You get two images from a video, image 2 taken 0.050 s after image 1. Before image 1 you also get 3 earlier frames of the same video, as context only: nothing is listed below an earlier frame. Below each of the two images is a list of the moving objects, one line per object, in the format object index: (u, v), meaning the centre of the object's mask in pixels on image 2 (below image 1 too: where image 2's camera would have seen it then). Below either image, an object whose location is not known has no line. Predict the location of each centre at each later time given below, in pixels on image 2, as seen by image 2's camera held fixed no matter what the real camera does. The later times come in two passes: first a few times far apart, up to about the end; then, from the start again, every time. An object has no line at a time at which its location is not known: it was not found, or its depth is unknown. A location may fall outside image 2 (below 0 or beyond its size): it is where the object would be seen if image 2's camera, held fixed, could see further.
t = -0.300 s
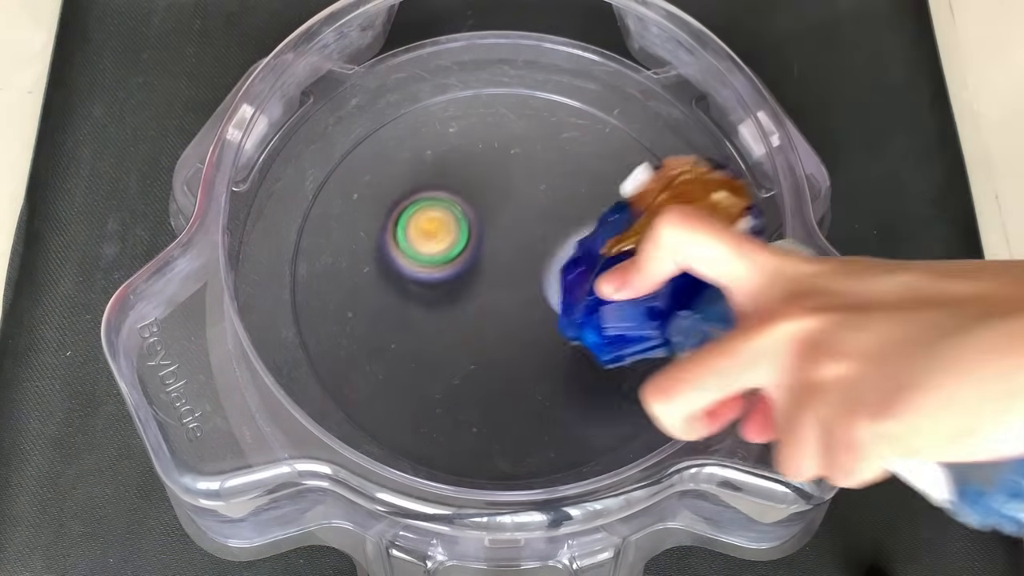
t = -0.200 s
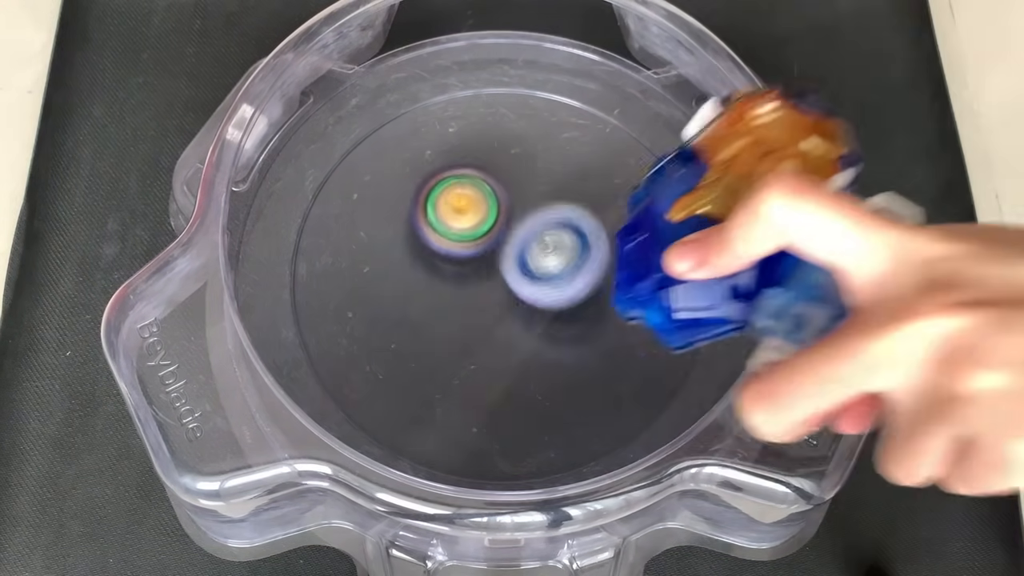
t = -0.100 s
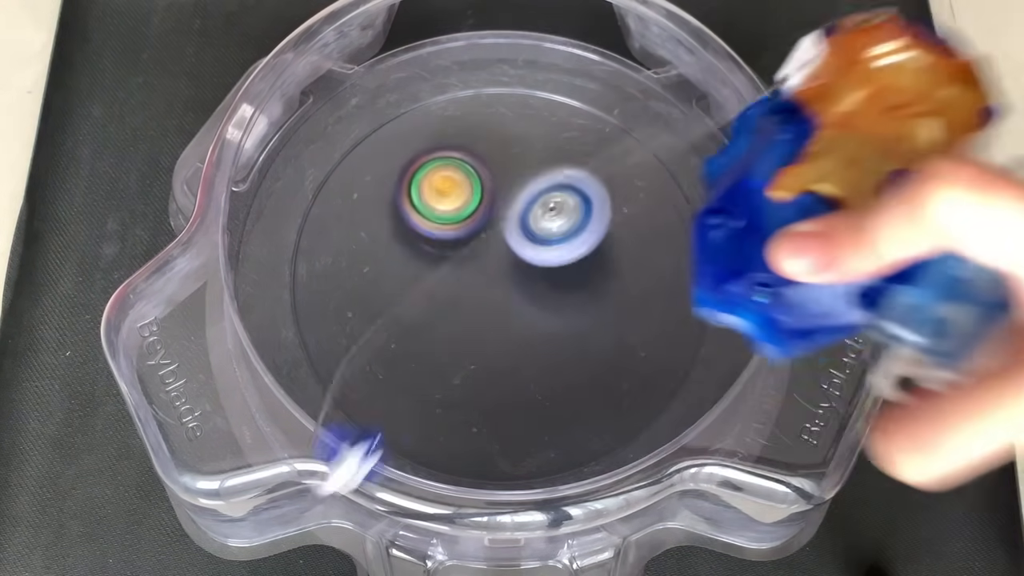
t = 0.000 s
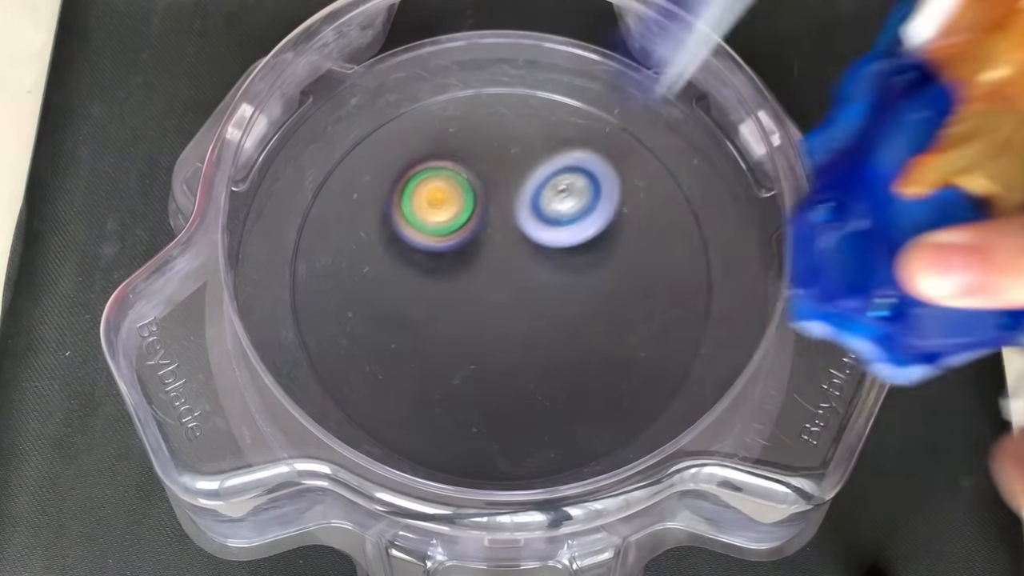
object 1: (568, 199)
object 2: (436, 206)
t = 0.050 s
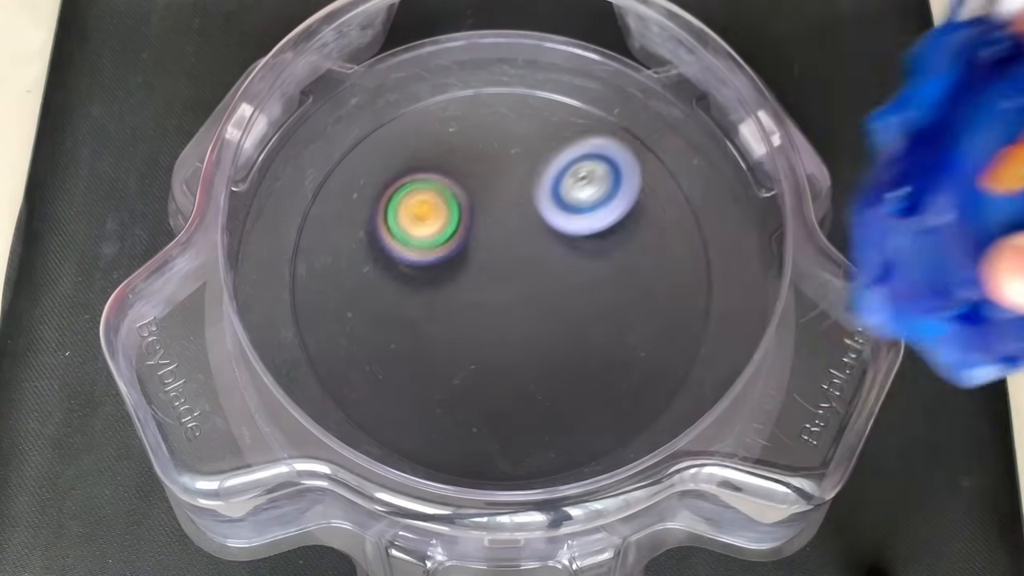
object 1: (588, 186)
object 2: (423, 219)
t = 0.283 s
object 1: (626, 176)
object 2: (436, 248)
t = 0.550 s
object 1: (577, 222)
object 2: (438, 262)
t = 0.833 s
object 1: (533, 196)
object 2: (408, 270)
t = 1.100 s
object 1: (483, 168)
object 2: (438, 282)
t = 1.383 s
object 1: (478, 195)
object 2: (473, 303)
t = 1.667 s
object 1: (463, 101)
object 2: (489, 435)
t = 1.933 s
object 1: (484, 178)
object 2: (459, 355)
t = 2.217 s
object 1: (449, 178)
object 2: (502, 377)
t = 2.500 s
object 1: (391, 207)
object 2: (524, 363)
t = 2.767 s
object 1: (415, 273)
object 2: (564, 328)
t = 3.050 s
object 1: (483, 317)
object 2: (621, 285)
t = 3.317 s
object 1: (470, 328)
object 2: (628, 282)
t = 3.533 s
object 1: (428, 323)
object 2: (585, 275)
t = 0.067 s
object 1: (594, 183)
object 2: (419, 223)
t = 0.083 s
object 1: (600, 178)
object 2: (417, 227)
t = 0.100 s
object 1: (605, 176)
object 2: (416, 230)
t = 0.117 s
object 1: (610, 172)
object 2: (416, 233)
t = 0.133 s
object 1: (615, 170)
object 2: (416, 236)
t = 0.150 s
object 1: (618, 169)
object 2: (417, 239)
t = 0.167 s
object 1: (621, 167)
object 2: (419, 241)
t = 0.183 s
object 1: (624, 167)
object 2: (420, 243)
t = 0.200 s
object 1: (626, 167)
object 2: (423, 244)
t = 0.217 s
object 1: (627, 168)
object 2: (425, 245)
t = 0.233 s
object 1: (628, 169)
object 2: (428, 247)
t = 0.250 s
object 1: (628, 171)
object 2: (431, 247)
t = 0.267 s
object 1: (627, 174)
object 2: (434, 248)
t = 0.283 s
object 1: (626, 176)
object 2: (436, 248)
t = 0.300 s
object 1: (624, 179)
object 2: (440, 249)
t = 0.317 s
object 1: (622, 183)
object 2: (442, 249)
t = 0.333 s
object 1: (619, 188)
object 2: (446, 249)
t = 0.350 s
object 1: (615, 192)
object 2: (449, 249)
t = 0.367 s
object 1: (612, 196)
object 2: (452, 248)
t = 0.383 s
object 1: (607, 200)
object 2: (455, 248)
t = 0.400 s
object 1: (602, 204)
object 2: (458, 247)
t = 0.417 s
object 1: (597, 209)
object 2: (460, 247)
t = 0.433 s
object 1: (591, 214)
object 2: (463, 246)
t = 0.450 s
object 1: (585, 218)
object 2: (465, 246)
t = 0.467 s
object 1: (579, 223)
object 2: (468, 245)
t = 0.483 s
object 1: (573, 226)
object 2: (469, 246)
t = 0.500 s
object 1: (573, 226)
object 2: (461, 249)
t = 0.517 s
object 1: (575, 224)
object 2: (453, 255)
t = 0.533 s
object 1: (576, 223)
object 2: (445, 259)
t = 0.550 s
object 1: (577, 222)
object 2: (438, 262)
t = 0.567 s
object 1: (577, 221)
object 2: (431, 266)
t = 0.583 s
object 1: (577, 220)
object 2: (426, 269)
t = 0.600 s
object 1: (576, 219)
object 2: (422, 272)
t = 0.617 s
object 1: (575, 218)
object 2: (418, 274)
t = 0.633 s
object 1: (573, 217)
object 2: (414, 275)
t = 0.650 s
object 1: (572, 216)
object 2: (411, 276)
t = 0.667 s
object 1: (569, 214)
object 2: (409, 276)
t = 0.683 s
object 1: (567, 212)
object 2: (406, 276)
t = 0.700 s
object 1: (564, 211)
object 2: (405, 276)
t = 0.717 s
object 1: (561, 209)
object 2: (404, 275)
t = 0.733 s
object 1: (557, 207)
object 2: (403, 275)
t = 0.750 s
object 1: (554, 205)
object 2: (403, 274)
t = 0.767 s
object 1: (550, 203)
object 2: (403, 273)
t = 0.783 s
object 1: (546, 201)
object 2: (404, 272)
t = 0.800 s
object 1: (542, 199)
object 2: (405, 271)
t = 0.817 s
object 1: (538, 198)
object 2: (407, 270)
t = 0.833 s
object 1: (533, 196)
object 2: (408, 270)
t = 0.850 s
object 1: (529, 195)
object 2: (411, 269)
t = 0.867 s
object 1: (524, 194)
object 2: (413, 268)
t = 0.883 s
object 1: (519, 193)
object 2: (415, 268)
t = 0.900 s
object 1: (514, 192)
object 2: (418, 268)
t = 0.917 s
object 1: (510, 191)
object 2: (421, 267)
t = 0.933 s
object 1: (506, 191)
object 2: (424, 266)
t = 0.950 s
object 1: (502, 190)
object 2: (427, 266)
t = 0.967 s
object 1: (499, 187)
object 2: (428, 267)
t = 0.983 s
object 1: (496, 184)
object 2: (429, 270)
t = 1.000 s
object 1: (494, 182)
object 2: (430, 272)
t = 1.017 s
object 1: (492, 179)
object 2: (431, 274)
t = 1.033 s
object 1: (490, 176)
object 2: (433, 276)
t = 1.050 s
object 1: (488, 174)
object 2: (434, 277)
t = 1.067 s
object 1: (486, 171)
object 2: (435, 279)
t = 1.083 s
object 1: (484, 170)
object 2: (436, 280)
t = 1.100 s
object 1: (483, 168)
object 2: (438, 282)
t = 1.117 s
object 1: (482, 167)
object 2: (439, 283)
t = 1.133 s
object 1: (481, 166)
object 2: (441, 284)
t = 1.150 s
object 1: (480, 165)
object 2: (443, 285)
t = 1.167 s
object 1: (478, 165)
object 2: (445, 286)
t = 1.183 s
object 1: (478, 165)
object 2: (448, 287)
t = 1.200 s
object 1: (477, 166)
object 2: (450, 288)
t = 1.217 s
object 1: (477, 167)
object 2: (452, 289)
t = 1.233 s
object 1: (477, 169)
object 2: (454, 290)
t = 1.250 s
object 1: (476, 170)
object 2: (456, 291)
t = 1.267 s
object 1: (476, 173)
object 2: (458, 292)
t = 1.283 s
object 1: (477, 176)
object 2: (461, 293)
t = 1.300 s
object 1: (477, 179)
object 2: (462, 294)
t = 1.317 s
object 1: (477, 183)
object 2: (465, 295)
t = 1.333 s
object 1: (477, 186)
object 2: (467, 296)
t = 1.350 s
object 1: (478, 190)
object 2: (469, 297)
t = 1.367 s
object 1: (478, 193)
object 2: (470, 298)
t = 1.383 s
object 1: (478, 195)
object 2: (473, 303)
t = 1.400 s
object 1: (476, 187)
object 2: (478, 319)
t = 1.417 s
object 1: (475, 179)
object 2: (482, 333)
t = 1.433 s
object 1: (473, 171)
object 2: (485, 344)
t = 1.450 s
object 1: (471, 163)
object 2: (488, 357)
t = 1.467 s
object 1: (469, 155)
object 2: (492, 367)
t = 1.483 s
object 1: (468, 147)
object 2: (496, 377)
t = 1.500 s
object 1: (467, 140)
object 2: (498, 386)
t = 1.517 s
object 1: (465, 133)
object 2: (500, 394)
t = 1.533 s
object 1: (464, 127)
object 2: (501, 401)
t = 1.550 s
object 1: (463, 121)
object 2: (502, 408)
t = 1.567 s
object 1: (463, 116)
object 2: (502, 413)
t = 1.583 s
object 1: (462, 112)
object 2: (502, 419)
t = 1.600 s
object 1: (462, 108)
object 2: (499, 423)
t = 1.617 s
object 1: (462, 105)
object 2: (497, 427)
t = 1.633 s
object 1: (462, 103)
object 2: (495, 430)
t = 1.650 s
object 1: (462, 102)
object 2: (492, 433)
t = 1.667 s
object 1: (463, 101)
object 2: (489, 435)
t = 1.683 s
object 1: (463, 101)
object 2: (485, 435)
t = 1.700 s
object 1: (465, 102)
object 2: (482, 435)
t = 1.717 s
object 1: (466, 103)
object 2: (478, 432)
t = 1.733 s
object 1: (467, 105)
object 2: (474, 430)
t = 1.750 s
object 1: (469, 109)
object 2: (471, 427)
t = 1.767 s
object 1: (470, 112)
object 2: (469, 423)
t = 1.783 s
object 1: (472, 116)
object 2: (466, 417)
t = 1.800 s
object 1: (473, 121)
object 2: (462, 412)
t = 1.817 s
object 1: (475, 126)
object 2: (461, 406)
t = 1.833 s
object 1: (477, 133)
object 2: (459, 400)
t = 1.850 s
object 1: (478, 139)
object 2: (458, 393)
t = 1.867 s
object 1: (480, 146)
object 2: (458, 386)
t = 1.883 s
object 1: (481, 154)
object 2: (458, 378)
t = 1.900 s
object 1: (482, 161)
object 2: (457, 370)
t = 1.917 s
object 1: (483, 169)
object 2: (458, 362)
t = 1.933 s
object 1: (484, 178)
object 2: (459, 355)
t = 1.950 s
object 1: (485, 187)
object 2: (459, 347)
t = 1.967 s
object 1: (486, 195)
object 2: (460, 339)
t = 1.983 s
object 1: (486, 204)
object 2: (461, 331)
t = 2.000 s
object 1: (486, 213)
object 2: (463, 323)
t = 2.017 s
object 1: (486, 219)
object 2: (466, 320)
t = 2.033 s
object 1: (484, 214)
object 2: (469, 328)
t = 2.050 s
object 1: (482, 207)
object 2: (474, 339)
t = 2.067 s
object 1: (480, 203)
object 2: (479, 347)
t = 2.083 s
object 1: (477, 199)
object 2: (483, 355)
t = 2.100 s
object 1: (474, 194)
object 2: (487, 360)
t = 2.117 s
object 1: (471, 191)
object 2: (490, 364)
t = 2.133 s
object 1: (468, 188)
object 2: (492, 367)
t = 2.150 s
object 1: (464, 185)
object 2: (494, 370)
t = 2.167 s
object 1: (460, 182)
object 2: (497, 373)
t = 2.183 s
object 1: (457, 181)
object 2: (499, 374)
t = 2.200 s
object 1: (453, 179)
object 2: (501, 376)
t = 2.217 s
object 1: (449, 178)
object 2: (502, 377)
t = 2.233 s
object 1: (444, 177)
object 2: (504, 378)
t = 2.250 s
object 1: (440, 177)
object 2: (505, 378)
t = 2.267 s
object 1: (436, 177)
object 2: (505, 379)
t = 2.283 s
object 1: (431, 177)
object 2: (506, 379)
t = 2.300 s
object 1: (427, 177)
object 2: (507, 379)
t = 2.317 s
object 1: (422, 179)
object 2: (508, 378)
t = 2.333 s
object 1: (419, 180)
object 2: (509, 378)
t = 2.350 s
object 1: (415, 182)
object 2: (511, 377)
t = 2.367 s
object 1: (411, 184)
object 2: (512, 376)
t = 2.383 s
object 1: (407, 186)
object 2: (513, 375)
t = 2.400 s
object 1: (404, 188)
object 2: (515, 374)
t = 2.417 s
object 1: (401, 191)
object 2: (516, 373)
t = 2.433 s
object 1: (398, 193)
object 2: (517, 371)
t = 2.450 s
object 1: (396, 197)
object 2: (519, 369)
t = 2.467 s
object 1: (394, 200)
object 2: (521, 367)
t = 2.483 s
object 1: (392, 204)
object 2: (522, 365)
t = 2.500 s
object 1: (391, 207)
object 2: (524, 363)
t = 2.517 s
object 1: (390, 211)
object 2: (526, 361)
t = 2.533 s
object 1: (389, 215)
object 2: (529, 358)
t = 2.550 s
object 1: (389, 219)
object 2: (531, 356)
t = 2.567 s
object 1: (389, 223)
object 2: (533, 354)
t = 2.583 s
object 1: (389, 228)
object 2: (535, 352)
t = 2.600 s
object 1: (390, 232)
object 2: (537, 350)
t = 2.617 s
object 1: (392, 236)
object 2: (539, 348)
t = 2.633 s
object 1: (393, 241)
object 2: (542, 346)
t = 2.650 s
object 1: (395, 245)
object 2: (544, 344)
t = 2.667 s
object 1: (397, 250)
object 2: (546, 341)
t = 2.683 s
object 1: (400, 254)
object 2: (548, 339)
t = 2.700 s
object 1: (402, 258)
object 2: (551, 337)
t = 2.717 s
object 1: (405, 262)
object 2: (554, 335)
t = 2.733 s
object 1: (408, 266)
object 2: (557, 332)
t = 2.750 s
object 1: (412, 270)
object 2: (561, 330)
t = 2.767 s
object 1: (415, 273)
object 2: (564, 328)
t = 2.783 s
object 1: (419, 277)
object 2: (567, 326)
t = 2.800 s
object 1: (422, 281)
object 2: (571, 323)
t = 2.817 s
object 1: (427, 284)
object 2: (574, 321)
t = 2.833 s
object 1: (431, 287)
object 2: (578, 318)
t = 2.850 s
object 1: (436, 290)
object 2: (581, 316)
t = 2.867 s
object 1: (440, 293)
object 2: (584, 313)
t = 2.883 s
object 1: (444, 296)
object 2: (587, 311)
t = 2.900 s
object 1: (449, 299)
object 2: (590, 308)
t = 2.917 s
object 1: (454, 302)
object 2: (594, 306)
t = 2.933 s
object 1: (458, 304)
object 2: (597, 303)
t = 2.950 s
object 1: (463, 306)
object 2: (601, 300)
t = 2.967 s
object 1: (467, 308)
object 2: (605, 297)
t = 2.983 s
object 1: (471, 310)
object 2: (608, 294)
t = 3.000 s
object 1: (475, 312)
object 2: (612, 292)
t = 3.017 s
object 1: (478, 314)
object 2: (615, 289)
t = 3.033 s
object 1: (481, 315)
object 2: (618, 287)
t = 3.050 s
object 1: (483, 317)
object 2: (621, 285)
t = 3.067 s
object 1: (485, 318)
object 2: (625, 284)
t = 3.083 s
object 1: (487, 320)
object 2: (628, 283)
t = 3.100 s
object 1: (488, 321)
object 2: (630, 282)
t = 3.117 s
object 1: (489, 322)
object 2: (633, 281)
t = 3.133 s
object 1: (489, 323)
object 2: (635, 281)
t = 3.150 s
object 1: (489, 324)
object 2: (636, 281)
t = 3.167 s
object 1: (488, 325)
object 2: (636, 281)
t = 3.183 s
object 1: (487, 326)
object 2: (637, 281)
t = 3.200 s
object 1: (486, 327)
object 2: (637, 281)
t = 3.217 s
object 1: (484, 327)
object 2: (637, 281)
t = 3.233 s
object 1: (482, 328)
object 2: (636, 281)
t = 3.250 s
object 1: (480, 328)
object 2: (636, 281)
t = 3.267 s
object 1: (478, 328)
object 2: (634, 281)
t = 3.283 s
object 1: (475, 328)
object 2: (632, 282)
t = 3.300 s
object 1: (472, 329)
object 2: (630, 281)
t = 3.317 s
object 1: (470, 328)
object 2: (628, 282)
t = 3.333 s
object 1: (467, 328)
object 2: (626, 281)
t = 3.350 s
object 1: (464, 328)
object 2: (623, 281)
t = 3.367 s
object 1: (460, 328)
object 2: (620, 281)
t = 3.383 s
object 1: (457, 327)
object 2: (618, 280)
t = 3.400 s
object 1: (454, 327)
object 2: (615, 281)
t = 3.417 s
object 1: (450, 327)
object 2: (611, 281)
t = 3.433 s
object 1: (447, 326)
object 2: (608, 281)
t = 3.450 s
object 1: (444, 326)
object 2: (604, 280)
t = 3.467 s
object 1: (440, 325)
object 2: (600, 279)
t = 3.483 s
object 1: (437, 325)
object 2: (596, 278)
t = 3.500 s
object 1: (434, 324)
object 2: (593, 277)
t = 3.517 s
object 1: (431, 323)
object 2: (589, 276)
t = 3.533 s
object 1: (428, 323)
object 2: (585, 275)
